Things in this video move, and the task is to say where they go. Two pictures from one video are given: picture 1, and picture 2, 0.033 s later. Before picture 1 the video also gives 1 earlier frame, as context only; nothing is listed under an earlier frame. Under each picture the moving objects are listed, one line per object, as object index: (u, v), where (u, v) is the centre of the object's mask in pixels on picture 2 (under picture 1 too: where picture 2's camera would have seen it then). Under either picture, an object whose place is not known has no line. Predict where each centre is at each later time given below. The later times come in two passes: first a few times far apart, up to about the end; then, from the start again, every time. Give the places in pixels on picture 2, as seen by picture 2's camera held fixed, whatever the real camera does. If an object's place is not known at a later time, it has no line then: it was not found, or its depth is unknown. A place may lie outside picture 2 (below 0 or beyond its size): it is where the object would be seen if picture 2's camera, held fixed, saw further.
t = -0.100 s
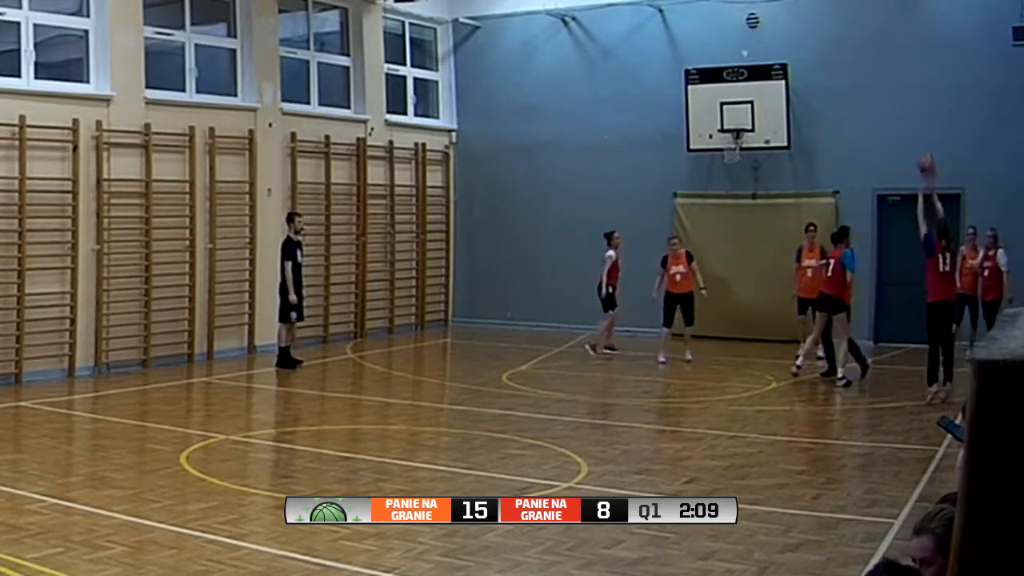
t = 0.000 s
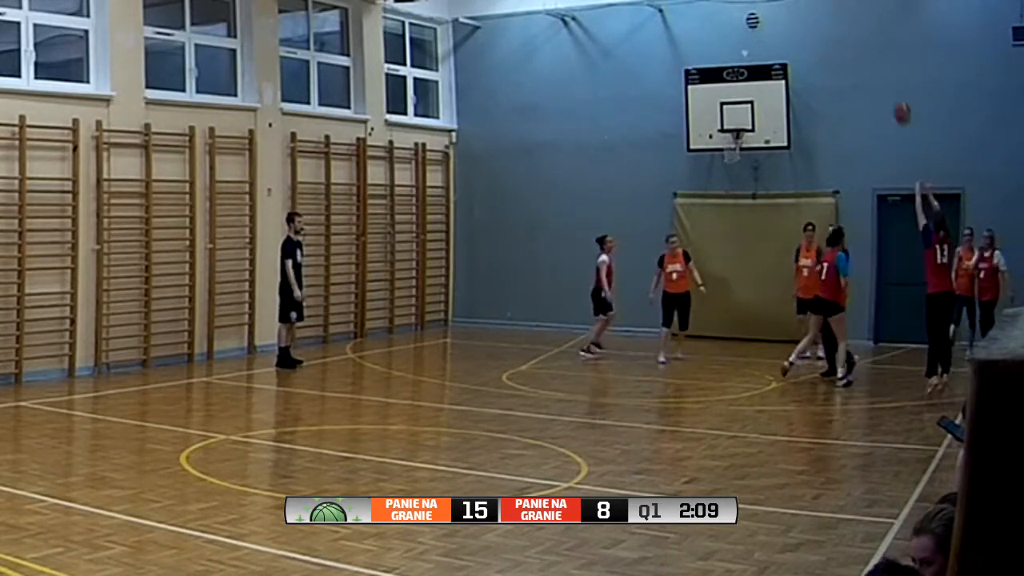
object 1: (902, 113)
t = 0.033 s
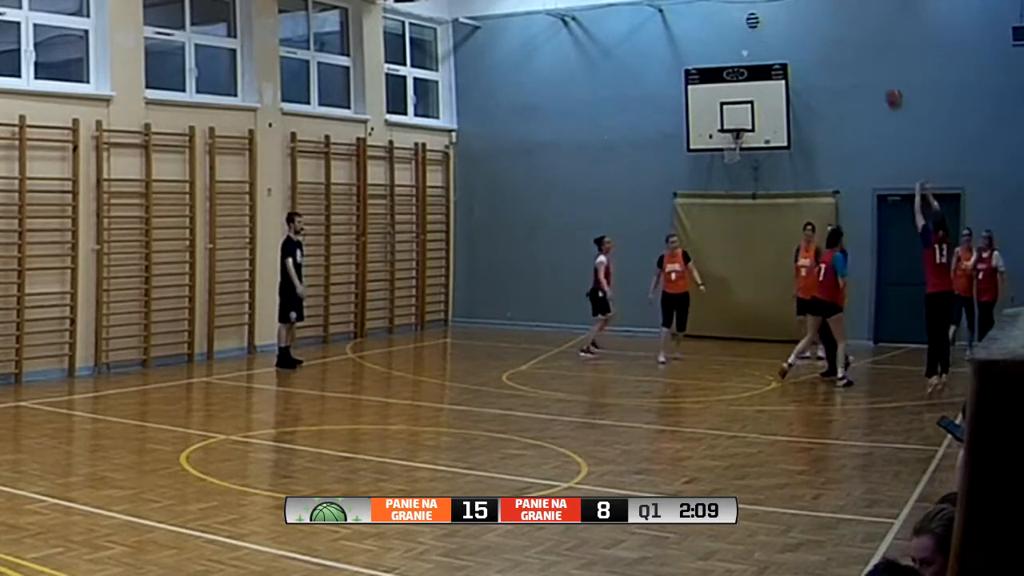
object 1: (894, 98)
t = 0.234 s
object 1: (849, 41)
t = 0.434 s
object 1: (812, 23)
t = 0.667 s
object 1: (776, 42)
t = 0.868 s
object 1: (751, 88)
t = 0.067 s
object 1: (886, 85)
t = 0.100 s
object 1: (878, 74)
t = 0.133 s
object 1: (871, 64)
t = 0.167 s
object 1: (863, 54)
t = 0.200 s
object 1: (856, 47)
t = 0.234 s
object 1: (849, 41)
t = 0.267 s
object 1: (843, 35)
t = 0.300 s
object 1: (837, 32)
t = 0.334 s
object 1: (830, 28)
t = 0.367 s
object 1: (824, 25)
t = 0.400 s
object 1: (818, 23)
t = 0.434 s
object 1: (812, 23)
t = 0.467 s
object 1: (807, 23)
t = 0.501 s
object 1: (801, 24)
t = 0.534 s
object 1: (796, 27)
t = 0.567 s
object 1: (791, 29)
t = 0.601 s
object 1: (786, 33)
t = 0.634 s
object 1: (781, 37)
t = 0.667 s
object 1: (776, 42)
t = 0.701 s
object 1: (773, 48)
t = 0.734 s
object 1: (768, 56)
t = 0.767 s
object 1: (764, 62)
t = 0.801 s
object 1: (759, 71)
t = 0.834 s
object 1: (755, 78)
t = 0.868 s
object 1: (751, 88)
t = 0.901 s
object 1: (748, 97)
